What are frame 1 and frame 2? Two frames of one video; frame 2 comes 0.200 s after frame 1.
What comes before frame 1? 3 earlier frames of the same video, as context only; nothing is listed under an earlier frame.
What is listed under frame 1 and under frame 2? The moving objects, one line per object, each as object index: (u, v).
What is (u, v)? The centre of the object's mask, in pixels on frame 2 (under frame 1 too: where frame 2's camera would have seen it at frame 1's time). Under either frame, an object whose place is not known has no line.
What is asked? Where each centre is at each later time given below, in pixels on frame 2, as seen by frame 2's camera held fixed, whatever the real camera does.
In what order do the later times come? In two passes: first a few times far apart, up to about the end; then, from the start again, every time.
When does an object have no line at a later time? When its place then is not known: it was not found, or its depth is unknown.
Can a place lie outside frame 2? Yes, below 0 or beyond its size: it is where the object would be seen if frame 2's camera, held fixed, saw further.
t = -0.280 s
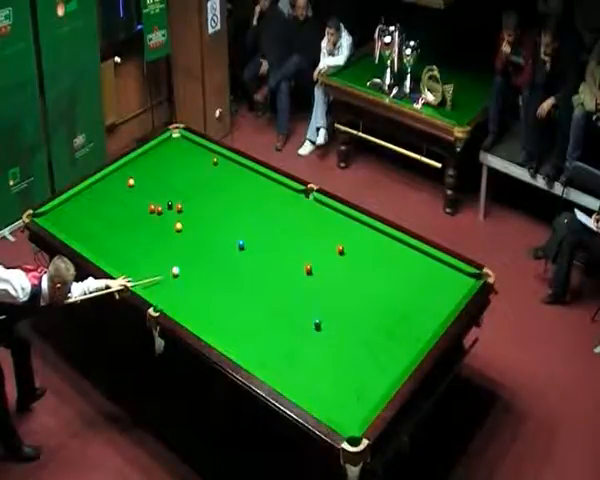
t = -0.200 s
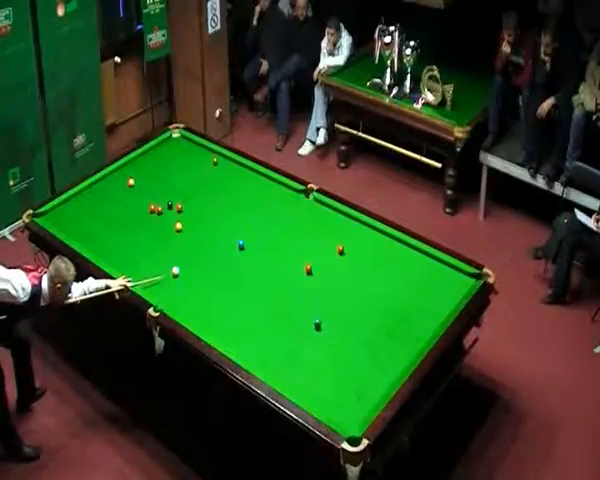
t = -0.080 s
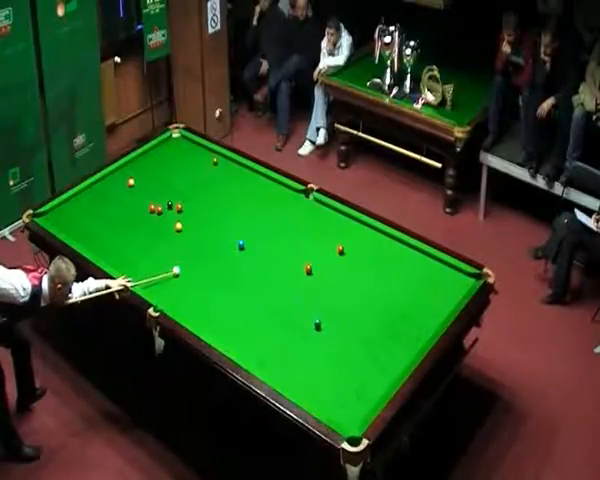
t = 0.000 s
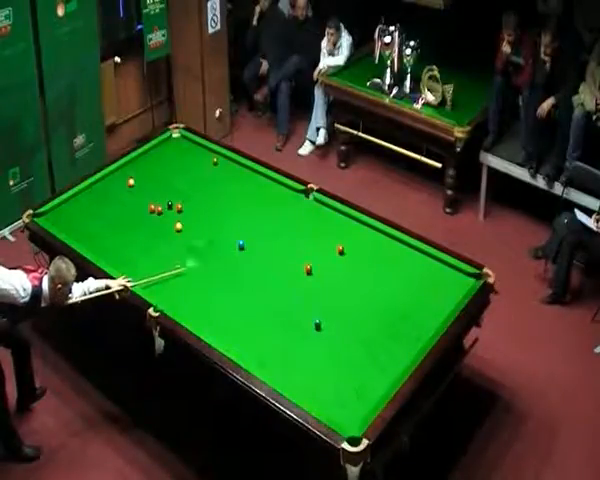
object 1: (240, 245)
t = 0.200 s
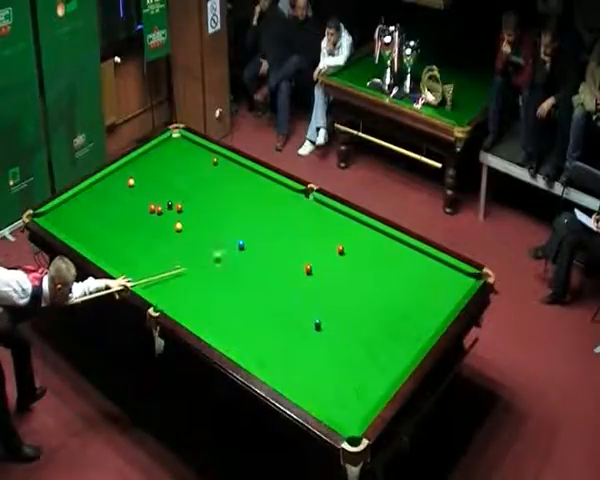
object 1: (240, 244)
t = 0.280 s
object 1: (240, 244)
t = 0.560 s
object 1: (250, 237)
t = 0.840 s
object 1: (263, 230)
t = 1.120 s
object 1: (273, 219)
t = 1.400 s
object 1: (284, 216)
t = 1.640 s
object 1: (292, 205)
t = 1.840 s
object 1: (298, 200)
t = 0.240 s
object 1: (240, 245)
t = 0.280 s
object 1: (240, 244)
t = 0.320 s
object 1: (241, 245)
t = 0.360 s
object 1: (241, 244)
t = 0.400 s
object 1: (243, 244)
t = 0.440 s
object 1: (245, 244)
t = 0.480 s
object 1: (246, 241)
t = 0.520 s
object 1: (248, 241)
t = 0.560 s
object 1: (250, 237)
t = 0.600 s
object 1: (252, 237)
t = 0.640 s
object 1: (254, 235)
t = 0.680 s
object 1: (255, 235)
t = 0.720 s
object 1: (257, 232)
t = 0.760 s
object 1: (259, 232)
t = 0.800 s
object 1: (261, 232)
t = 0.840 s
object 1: (263, 230)
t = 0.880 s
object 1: (263, 228)
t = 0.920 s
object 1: (266, 227)
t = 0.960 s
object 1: (268, 226)
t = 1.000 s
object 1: (269, 226)
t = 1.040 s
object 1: (270, 222)
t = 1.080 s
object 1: (272, 220)
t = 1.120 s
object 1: (273, 219)
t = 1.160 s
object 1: (274, 218)
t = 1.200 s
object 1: (276, 217)
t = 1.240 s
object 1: (278, 217)
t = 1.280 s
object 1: (279, 216)
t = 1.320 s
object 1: (280, 216)
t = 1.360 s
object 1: (282, 215)
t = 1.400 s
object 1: (284, 216)
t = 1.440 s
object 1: (285, 216)
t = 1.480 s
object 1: (287, 215)
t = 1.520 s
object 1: (289, 207)
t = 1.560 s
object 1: (289, 206)
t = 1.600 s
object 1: (292, 205)
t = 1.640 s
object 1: (292, 205)
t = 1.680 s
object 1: (292, 205)
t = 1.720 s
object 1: (294, 205)
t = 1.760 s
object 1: (295, 205)
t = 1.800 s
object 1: (297, 203)
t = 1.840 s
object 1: (298, 200)
